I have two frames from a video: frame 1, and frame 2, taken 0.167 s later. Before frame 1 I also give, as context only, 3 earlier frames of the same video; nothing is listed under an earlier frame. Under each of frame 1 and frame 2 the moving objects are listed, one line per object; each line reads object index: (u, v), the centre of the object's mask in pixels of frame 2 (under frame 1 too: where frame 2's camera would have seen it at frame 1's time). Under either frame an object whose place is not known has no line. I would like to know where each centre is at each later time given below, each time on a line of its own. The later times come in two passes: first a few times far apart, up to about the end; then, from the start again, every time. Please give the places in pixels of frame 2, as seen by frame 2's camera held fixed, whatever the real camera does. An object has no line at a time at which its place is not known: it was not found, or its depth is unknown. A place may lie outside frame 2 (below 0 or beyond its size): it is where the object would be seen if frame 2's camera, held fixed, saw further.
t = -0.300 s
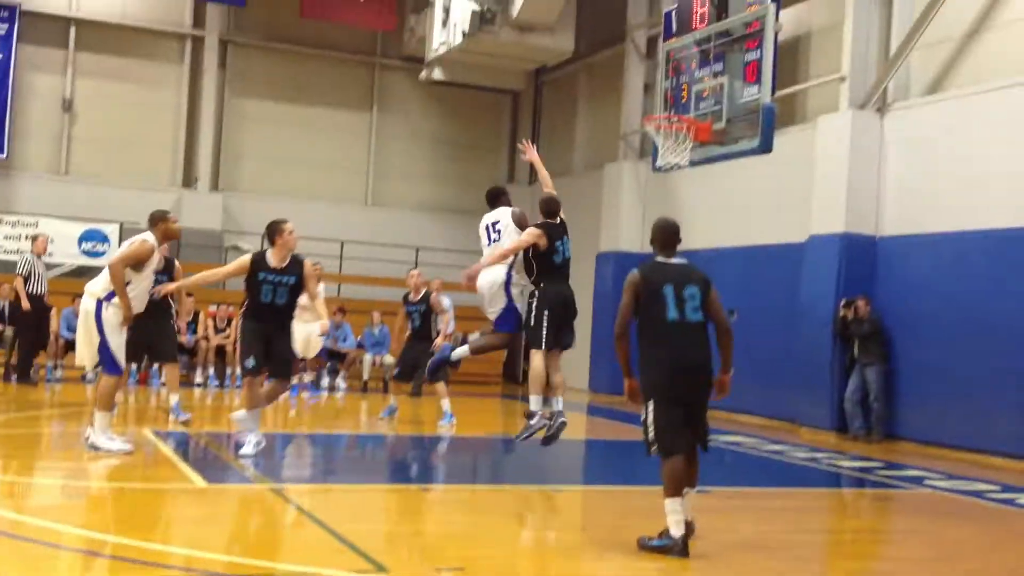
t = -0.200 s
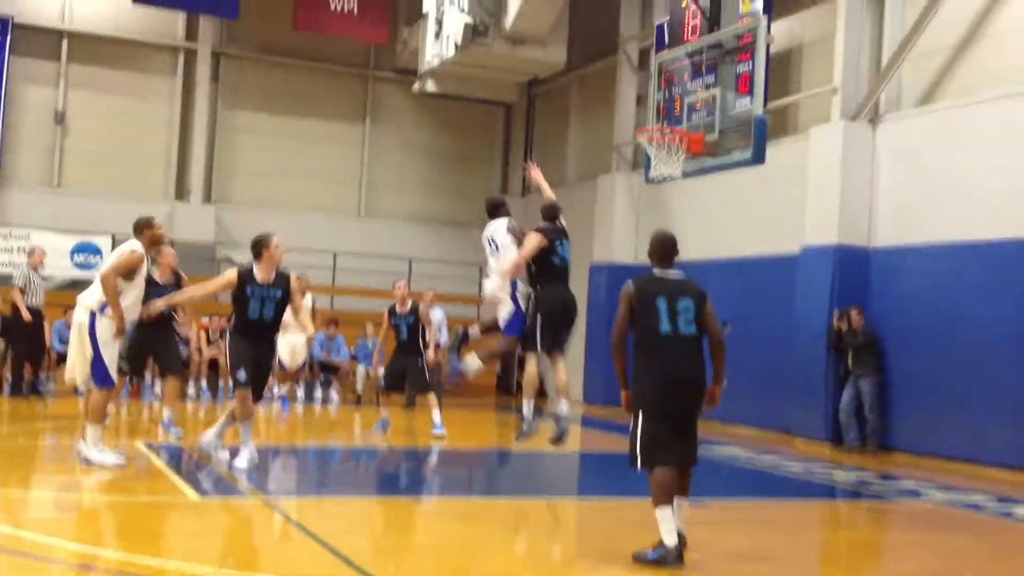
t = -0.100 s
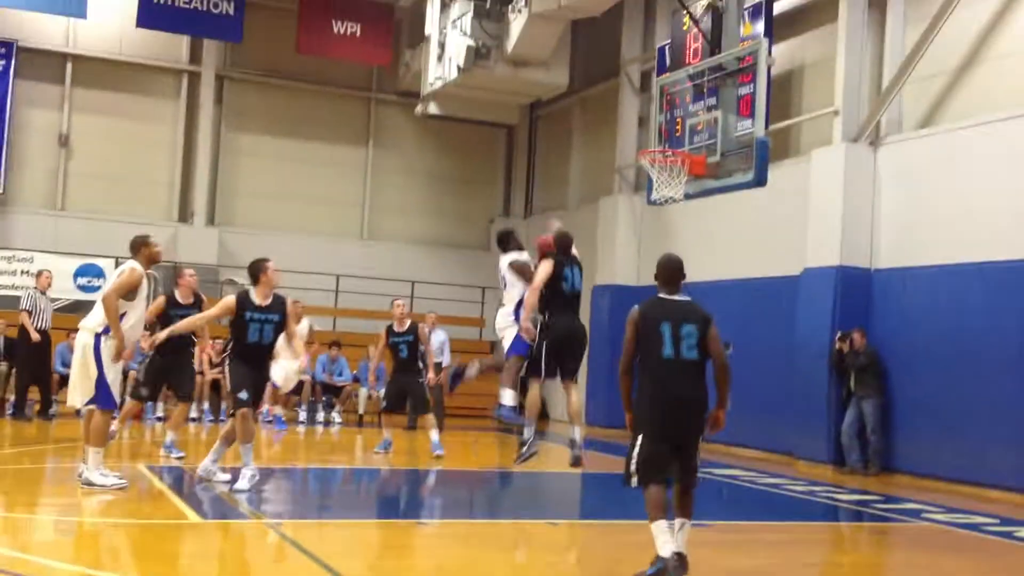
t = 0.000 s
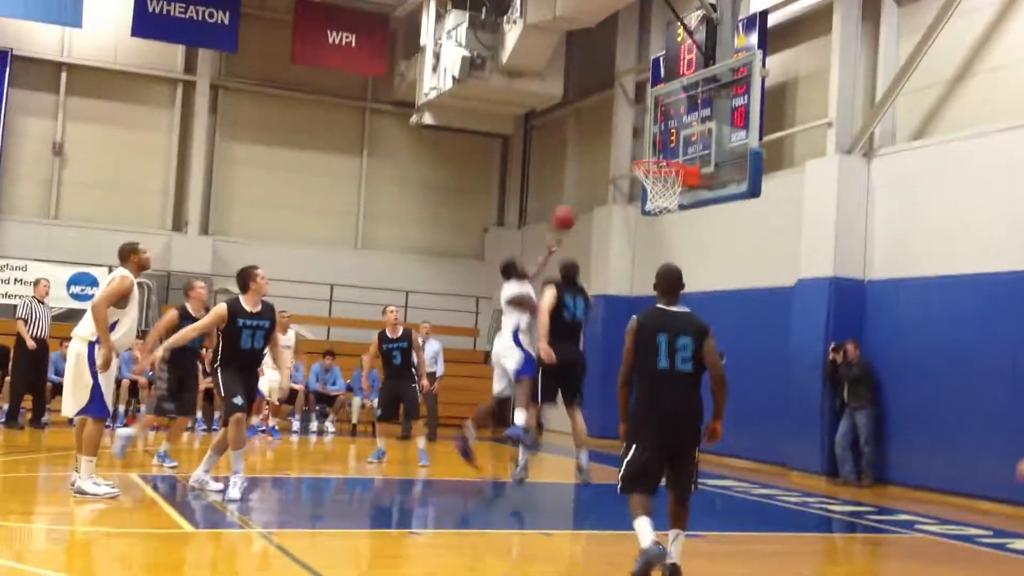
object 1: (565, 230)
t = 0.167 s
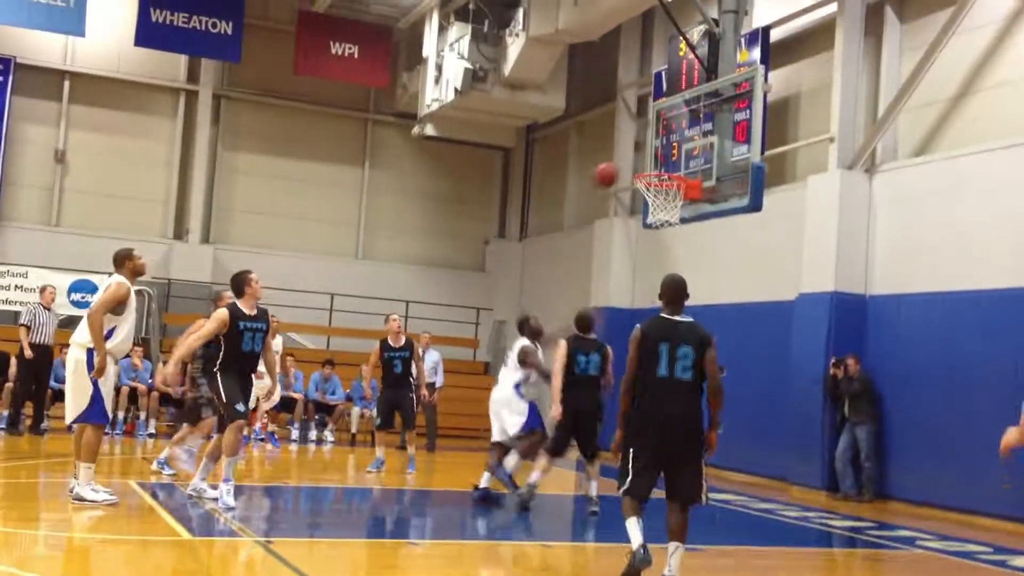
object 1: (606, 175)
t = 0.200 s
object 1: (613, 167)
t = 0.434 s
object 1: (667, 141)
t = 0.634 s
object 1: (649, 152)
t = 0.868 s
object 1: (648, 157)
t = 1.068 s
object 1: (659, 165)
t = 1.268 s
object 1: (673, 194)
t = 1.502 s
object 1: (667, 236)
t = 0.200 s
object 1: (613, 167)
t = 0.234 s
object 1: (623, 160)
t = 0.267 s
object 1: (630, 154)
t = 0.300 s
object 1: (637, 149)
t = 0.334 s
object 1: (645, 146)
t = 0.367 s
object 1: (653, 143)
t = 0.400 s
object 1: (662, 142)
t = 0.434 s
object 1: (667, 141)
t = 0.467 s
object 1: (665, 141)
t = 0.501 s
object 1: (662, 140)
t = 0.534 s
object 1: (659, 142)
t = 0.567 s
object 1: (655, 143)
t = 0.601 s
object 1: (652, 147)
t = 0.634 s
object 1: (649, 152)
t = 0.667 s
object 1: (646, 157)
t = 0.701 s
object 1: (642, 162)
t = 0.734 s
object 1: (641, 163)
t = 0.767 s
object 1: (643, 161)
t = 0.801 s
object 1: (644, 159)
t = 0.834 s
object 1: (647, 157)
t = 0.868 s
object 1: (648, 157)
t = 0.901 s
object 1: (649, 157)
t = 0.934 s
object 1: (652, 158)
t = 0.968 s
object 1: (654, 161)
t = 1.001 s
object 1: (656, 164)
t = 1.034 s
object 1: (658, 164)
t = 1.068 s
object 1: (659, 165)
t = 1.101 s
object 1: (662, 167)
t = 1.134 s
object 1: (665, 166)
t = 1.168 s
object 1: (666, 168)
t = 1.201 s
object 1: (669, 170)
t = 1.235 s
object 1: (667, 185)
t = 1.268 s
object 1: (673, 194)
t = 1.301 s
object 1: (672, 196)
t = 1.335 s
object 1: (676, 207)
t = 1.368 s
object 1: (673, 211)
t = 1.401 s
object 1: (671, 223)
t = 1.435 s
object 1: (669, 226)
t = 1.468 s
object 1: (668, 230)
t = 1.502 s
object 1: (667, 236)
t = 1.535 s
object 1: (665, 245)
